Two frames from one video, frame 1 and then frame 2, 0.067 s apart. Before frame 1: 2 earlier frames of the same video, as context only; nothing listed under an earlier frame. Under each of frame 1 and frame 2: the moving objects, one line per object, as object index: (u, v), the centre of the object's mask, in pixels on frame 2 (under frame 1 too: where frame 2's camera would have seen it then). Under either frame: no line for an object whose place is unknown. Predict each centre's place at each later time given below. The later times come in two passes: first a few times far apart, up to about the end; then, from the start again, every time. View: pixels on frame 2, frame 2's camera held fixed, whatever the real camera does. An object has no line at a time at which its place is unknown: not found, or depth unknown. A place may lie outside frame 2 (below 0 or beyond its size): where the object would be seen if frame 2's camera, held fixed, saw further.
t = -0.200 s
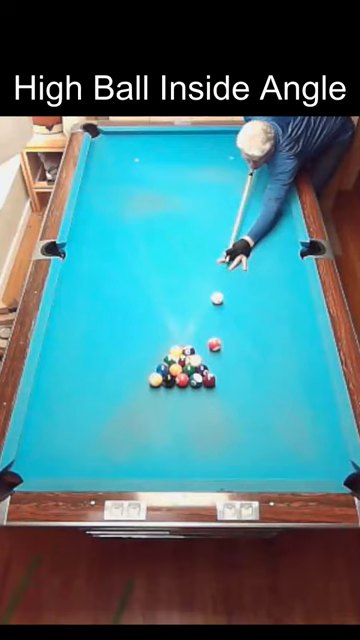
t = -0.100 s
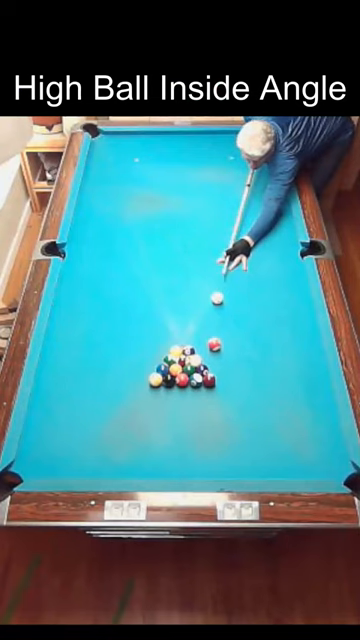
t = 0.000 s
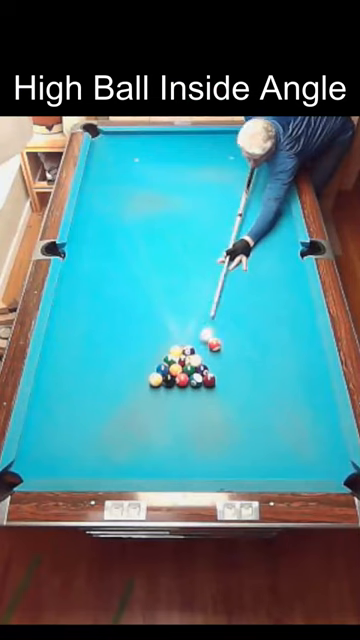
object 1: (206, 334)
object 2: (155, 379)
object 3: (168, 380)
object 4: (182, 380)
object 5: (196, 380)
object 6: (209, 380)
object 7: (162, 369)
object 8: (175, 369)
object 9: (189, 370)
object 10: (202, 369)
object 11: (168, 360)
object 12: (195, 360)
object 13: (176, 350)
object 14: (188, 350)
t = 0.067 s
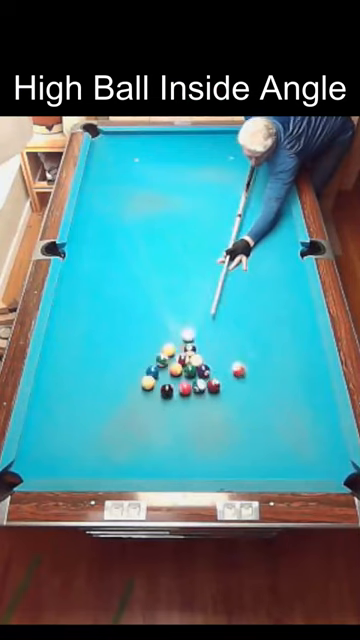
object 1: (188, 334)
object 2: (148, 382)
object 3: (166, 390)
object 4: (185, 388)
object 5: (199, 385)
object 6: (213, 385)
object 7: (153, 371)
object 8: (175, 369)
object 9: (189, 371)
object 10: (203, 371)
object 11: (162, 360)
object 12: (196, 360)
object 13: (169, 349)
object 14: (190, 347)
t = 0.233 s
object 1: (162, 312)
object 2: (125, 391)
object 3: (160, 424)
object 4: (193, 415)
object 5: (208, 404)
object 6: (227, 402)
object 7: (121, 377)
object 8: (176, 366)
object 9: (194, 372)
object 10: (208, 370)
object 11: (140, 358)
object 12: (199, 359)
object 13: (147, 344)
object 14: (195, 343)
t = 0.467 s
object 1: (129, 301)
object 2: (93, 403)
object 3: (151, 472)
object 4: (205, 454)
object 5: (222, 428)
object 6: (247, 426)
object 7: (81, 383)
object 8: (177, 362)
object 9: (199, 372)
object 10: (214, 370)
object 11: (112, 353)
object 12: (201, 358)
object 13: (121, 336)
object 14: (200, 334)
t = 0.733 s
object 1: (91, 305)
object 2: (58, 417)
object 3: (148, 441)
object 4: (215, 458)
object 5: (239, 458)
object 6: (270, 455)
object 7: (38, 391)
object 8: (177, 358)
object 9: (204, 373)
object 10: (220, 370)
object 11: (81, 349)
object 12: (204, 358)
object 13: (92, 328)
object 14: (207, 324)
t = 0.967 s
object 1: (57, 308)
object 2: (29, 429)
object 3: (146, 419)
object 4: (220, 438)
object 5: (251, 468)
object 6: (288, 470)
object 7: (58, 394)
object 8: (178, 356)
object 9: (207, 374)
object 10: (224, 369)
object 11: (55, 346)
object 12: (204, 359)
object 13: (69, 322)
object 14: (211, 316)
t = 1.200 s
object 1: (73, 303)
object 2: (43, 436)
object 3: (145, 399)
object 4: (224, 419)
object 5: (257, 452)
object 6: (298, 459)
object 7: (77, 399)
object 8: (178, 355)
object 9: (210, 375)
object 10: (227, 369)
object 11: (58, 344)
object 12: (205, 359)
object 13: (59, 316)
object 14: (216, 310)
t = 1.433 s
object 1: (88, 297)
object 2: (55, 444)
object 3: (143, 380)
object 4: (229, 401)
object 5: (263, 440)
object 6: (306, 447)
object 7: (95, 402)
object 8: (178, 355)
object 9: (211, 375)
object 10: (229, 370)
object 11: (72, 342)
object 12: (205, 359)
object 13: (72, 313)
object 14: (220, 305)
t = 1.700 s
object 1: (104, 292)
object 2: (68, 453)
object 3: (142, 362)
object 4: (233, 384)
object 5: (268, 429)
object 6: (316, 436)
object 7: (115, 407)
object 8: (178, 355)
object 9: (212, 375)
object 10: (231, 370)
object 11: (88, 340)
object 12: (205, 359)
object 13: (85, 310)
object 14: (224, 299)
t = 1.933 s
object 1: (117, 287)
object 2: (79, 460)
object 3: (141, 347)
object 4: (237, 378)
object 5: (273, 418)
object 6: (323, 427)
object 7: (131, 410)
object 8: (178, 355)
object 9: (212, 375)
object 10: (231, 364)
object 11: (99, 339)
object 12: (205, 359)
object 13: (96, 307)
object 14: (227, 295)
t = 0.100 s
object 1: (183, 329)
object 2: (142, 384)
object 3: (165, 397)
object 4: (186, 394)
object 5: (201, 390)
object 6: (216, 390)
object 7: (145, 372)
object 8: (176, 369)
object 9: (190, 371)
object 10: (204, 371)
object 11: (157, 360)
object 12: (197, 360)
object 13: (164, 348)
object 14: (191, 346)
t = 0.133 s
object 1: (177, 324)
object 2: (138, 386)
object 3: (163, 405)
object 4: (189, 399)
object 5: (202, 393)
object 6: (219, 393)
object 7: (139, 374)
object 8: (176, 368)
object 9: (191, 371)
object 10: (205, 370)
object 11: (152, 359)
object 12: (197, 359)
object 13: (160, 347)
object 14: (193, 344)
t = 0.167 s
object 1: (172, 320)
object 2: (133, 387)
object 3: (162, 412)
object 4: (190, 405)
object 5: (204, 396)
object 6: (221, 396)
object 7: (133, 375)
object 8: (176, 367)
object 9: (191, 371)
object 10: (206, 371)
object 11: (148, 359)
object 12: (198, 359)
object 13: (155, 346)
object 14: (196, 343)
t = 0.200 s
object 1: (167, 316)
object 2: (129, 389)
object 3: (161, 418)
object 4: (191, 410)
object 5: (206, 400)
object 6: (224, 399)
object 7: (127, 376)
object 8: (176, 367)
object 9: (193, 372)
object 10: (207, 370)
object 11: (144, 358)
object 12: (198, 359)
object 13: (152, 345)
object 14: (193, 344)
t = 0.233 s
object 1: (162, 312)
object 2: (125, 391)
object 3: (160, 424)
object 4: (193, 415)
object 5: (208, 404)
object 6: (227, 402)
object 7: (121, 377)
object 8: (176, 366)
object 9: (194, 372)
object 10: (208, 370)
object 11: (140, 358)
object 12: (199, 359)
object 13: (147, 344)
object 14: (195, 343)
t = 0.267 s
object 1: (157, 310)
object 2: (120, 392)
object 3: (158, 431)
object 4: (195, 420)
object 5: (210, 407)
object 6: (230, 406)
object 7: (115, 378)
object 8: (176, 365)
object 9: (195, 372)
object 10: (209, 370)
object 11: (135, 357)
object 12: (199, 359)
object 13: (143, 343)
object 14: (195, 341)
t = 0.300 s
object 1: (153, 307)
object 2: (115, 394)
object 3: (157, 438)
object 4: (197, 425)
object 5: (212, 411)
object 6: (233, 409)
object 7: (110, 379)
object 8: (176, 365)
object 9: (196, 372)
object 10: (210, 370)
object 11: (131, 357)
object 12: (199, 359)
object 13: (140, 342)
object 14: (196, 340)
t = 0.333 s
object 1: (148, 305)
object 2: (111, 396)
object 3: (156, 445)
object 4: (198, 431)
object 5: (214, 414)
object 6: (235, 413)
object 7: (104, 380)
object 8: (176, 364)
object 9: (197, 372)
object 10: (211, 370)
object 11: (127, 356)
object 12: (200, 359)
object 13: (136, 341)
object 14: (197, 339)
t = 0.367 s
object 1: (143, 303)
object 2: (107, 397)
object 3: (155, 452)
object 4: (200, 436)
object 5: (216, 417)
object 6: (238, 416)
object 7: (98, 380)
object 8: (177, 363)
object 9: (197, 372)
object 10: (212, 370)
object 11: (123, 355)
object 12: (200, 359)
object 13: (132, 339)
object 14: (198, 337)
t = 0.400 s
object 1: (138, 302)
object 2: (102, 399)
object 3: (153, 459)
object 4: (202, 441)
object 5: (219, 421)
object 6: (241, 419)
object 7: (93, 381)
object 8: (177, 363)
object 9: (198, 372)
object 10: (213, 370)
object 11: (119, 354)
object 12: (201, 359)
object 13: (128, 338)
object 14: (199, 336)
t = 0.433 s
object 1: (134, 301)
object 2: (98, 401)
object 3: (152, 466)
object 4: (203, 447)
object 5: (221, 425)
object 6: (244, 423)
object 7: (87, 382)
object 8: (177, 362)
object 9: (199, 372)
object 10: (213, 370)
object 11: (116, 354)
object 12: (201, 358)
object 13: (124, 337)
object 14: (199, 335)
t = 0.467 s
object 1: (129, 301)
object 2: (93, 403)
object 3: (151, 472)
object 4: (205, 454)
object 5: (222, 428)
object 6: (247, 426)
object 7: (81, 383)
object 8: (177, 362)
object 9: (199, 372)
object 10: (214, 370)
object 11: (112, 353)
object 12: (201, 358)
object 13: (121, 336)
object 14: (200, 334)
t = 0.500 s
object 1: (124, 301)
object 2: (89, 404)
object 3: (150, 469)
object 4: (207, 458)
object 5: (224, 432)
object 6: (249, 430)
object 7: (75, 384)
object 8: (177, 361)
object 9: (200, 372)
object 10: (215, 370)
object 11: (108, 353)
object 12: (202, 358)
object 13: (117, 335)
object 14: (201, 332)
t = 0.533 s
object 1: (119, 301)
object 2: (85, 406)
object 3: (150, 465)
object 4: (209, 465)
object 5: (226, 435)
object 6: (252, 433)
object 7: (70, 385)
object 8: (177, 361)
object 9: (201, 373)
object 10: (216, 370)
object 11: (104, 353)
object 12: (202, 358)
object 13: (113, 334)
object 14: (201, 331)
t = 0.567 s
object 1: (114, 302)
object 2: (80, 408)
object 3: (150, 461)
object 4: (211, 470)
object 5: (228, 440)
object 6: (255, 437)
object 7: (64, 386)
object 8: (177, 360)
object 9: (201, 373)
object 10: (216, 369)
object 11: (100, 353)
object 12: (202, 358)
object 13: (110, 333)
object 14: (202, 330)
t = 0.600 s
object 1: (110, 303)
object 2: (76, 409)
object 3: (149, 456)
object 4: (212, 471)
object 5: (230, 444)
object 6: (258, 440)
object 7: (59, 386)
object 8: (177, 360)
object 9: (202, 373)
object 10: (217, 369)
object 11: (96, 352)
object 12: (203, 358)
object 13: (106, 332)
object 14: (203, 329)
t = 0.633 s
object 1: (105, 303)
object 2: (71, 411)
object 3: (149, 453)
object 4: (213, 469)
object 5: (233, 447)
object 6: (261, 444)
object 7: (53, 387)
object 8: (177, 359)
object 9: (202, 373)
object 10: (218, 370)
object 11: (92, 351)
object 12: (203, 358)
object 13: (102, 331)
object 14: (204, 327)
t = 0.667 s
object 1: (100, 303)
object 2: (67, 413)
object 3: (149, 449)
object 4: (214, 465)
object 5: (234, 450)
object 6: (264, 447)
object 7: (47, 389)
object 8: (177, 359)
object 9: (203, 373)
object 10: (219, 369)
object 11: (88, 350)
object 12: (204, 358)
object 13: (99, 331)
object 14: (205, 326)
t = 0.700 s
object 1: (96, 304)
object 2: (63, 415)
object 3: (148, 446)
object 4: (214, 461)
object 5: (237, 454)
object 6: (266, 450)
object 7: (41, 390)
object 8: (177, 359)
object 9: (204, 373)
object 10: (219, 370)
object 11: (85, 350)
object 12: (204, 358)
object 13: (95, 329)
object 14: (206, 325)
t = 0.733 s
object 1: (91, 305)
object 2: (58, 417)
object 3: (148, 441)
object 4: (215, 458)
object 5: (239, 458)
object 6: (270, 455)
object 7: (38, 391)
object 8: (177, 358)
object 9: (204, 373)
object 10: (220, 370)
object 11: (81, 349)
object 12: (204, 358)
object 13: (92, 328)
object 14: (207, 324)
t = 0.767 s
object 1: (86, 305)
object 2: (53, 418)
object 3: (148, 438)
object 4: (216, 455)
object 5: (241, 463)
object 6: (272, 458)
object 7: (41, 391)
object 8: (177, 358)
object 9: (205, 373)
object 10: (221, 369)
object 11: (77, 349)
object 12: (204, 359)
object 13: (89, 328)
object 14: (207, 323)
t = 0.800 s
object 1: (81, 306)
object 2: (49, 420)
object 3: (148, 435)
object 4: (217, 452)
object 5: (243, 466)
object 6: (275, 461)
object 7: (44, 391)
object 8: (177, 358)
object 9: (205, 373)
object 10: (221, 369)
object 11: (74, 348)
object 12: (204, 359)
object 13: (85, 327)
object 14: (208, 322)
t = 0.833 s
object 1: (76, 306)
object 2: (45, 422)
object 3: (148, 432)
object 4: (217, 449)
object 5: (245, 470)
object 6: (278, 465)
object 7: (47, 392)
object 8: (177, 358)
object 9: (205, 373)
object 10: (222, 369)
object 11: (70, 348)
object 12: (205, 358)
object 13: (82, 326)
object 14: (208, 322)
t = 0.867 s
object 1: (71, 307)
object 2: (40, 424)
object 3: (147, 428)
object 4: (218, 445)
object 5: (247, 471)
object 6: (281, 469)
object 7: (50, 393)
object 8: (177, 357)
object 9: (206, 373)
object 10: (222, 369)
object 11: (67, 349)
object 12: (205, 359)
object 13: (79, 325)
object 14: (209, 320)
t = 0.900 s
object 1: (67, 307)
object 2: (36, 425)
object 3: (147, 425)
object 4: (219, 442)
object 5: (248, 470)
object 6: (284, 471)
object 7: (53, 393)
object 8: (178, 357)
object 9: (206, 373)
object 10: (223, 369)
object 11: (63, 348)
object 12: (205, 359)
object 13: (76, 324)
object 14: (210, 320)
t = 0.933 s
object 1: (62, 307)
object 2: (31, 427)
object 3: (147, 422)
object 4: (220, 439)
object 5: (250, 469)
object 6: (286, 472)
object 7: (55, 394)
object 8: (178, 357)
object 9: (207, 374)
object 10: (224, 369)
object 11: (59, 347)
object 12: (205, 359)
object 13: (72, 323)
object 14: (210, 318)
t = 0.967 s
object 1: (57, 308)
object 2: (29, 429)
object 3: (146, 419)
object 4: (220, 438)
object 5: (251, 468)
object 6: (288, 470)
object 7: (58, 394)
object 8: (178, 356)
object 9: (207, 374)
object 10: (224, 369)
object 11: (55, 346)
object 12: (204, 359)
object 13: (69, 322)
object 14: (211, 316)
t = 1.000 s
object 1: (58, 308)
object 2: (32, 430)
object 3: (146, 416)
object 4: (221, 435)
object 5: (252, 465)
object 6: (289, 469)
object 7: (61, 395)
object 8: (178, 356)
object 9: (208, 374)
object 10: (225, 369)
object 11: (51, 346)
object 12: (205, 359)
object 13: (66, 321)
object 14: (212, 315)
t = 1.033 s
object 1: (62, 307)
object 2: (34, 430)
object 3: (146, 413)
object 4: (222, 432)
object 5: (252, 463)
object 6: (291, 467)
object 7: (63, 396)
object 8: (178, 356)
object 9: (208, 375)
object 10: (225, 369)
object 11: (48, 346)
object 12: (205, 359)
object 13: (63, 320)
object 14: (213, 314)
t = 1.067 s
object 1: (64, 306)
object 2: (36, 432)
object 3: (146, 410)
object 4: (222, 429)
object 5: (253, 462)
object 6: (292, 465)
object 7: (66, 396)
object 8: (178, 356)
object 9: (208, 374)
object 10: (226, 369)
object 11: (49, 345)
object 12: (205, 359)
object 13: (59, 319)
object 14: (213, 314)
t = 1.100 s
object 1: (66, 305)
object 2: (37, 433)
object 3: (145, 407)
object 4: (222, 426)
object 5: (254, 459)
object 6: (293, 463)
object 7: (69, 396)
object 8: (178, 356)
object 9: (209, 375)
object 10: (226, 369)
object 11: (52, 345)
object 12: (205, 359)
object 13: (56, 318)
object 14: (214, 313)
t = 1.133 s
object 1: (69, 304)
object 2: (39, 434)
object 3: (145, 404)
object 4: (223, 423)
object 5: (255, 457)
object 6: (295, 461)
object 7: (72, 397)
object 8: (178, 356)
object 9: (209, 374)
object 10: (226, 369)
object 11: (54, 344)
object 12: (205, 359)
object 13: (54, 318)
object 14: (215, 312)
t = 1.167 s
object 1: (71, 303)
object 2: (41, 435)
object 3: (145, 401)
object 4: (224, 420)
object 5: (256, 454)
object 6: (296, 460)
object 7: (75, 398)
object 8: (178, 355)
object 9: (209, 374)
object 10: (227, 369)
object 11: (56, 344)
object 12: (205, 359)
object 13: (56, 317)
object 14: (215, 311)
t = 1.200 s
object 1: (73, 303)
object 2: (43, 436)
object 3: (145, 399)
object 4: (224, 419)
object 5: (257, 452)
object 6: (298, 459)
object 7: (77, 399)
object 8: (178, 355)
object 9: (210, 375)
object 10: (227, 369)
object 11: (58, 344)
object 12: (205, 359)
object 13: (59, 316)
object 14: (216, 310)
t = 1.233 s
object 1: (75, 302)
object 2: (44, 437)
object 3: (145, 396)
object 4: (225, 416)
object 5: (258, 451)
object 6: (299, 457)
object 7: (80, 399)
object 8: (178, 355)
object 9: (210, 375)
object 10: (227, 369)
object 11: (60, 344)
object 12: (205, 358)
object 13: (61, 316)
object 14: (216, 309)
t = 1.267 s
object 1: (78, 301)
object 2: (46, 438)
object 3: (145, 393)
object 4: (226, 413)
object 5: (259, 449)
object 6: (300, 455)
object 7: (82, 400)
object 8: (178, 355)
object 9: (210, 375)
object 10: (228, 369)
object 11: (62, 343)
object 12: (205, 359)
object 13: (63, 315)
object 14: (217, 308)
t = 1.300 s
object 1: (80, 300)
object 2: (48, 440)
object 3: (144, 390)
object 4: (227, 411)
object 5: (259, 447)
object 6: (301, 453)
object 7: (85, 400)
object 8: (178, 355)
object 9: (211, 375)
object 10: (228, 370)
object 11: (65, 343)
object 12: (205, 359)
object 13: (64, 315)
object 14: (217, 307)
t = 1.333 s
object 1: (82, 299)
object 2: (50, 441)
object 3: (144, 388)
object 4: (227, 409)
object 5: (260, 445)
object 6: (303, 452)
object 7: (87, 401)
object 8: (178, 355)
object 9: (211, 375)
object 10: (229, 370)
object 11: (67, 343)
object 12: (206, 359)
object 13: (67, 314)
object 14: (218, 306)
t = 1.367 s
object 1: (84, 299)
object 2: (52, 442)
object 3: (144, 385)
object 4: (228, 406)
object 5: (261, 444)
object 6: (304, 451)
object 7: (90, 401)
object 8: (178, 355)
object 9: (211, 375)
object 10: (229, 370)
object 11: (69, 343)
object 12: (205, 359)
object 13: (68, 314)
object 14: (219, 306)
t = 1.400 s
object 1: (86, 298)
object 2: (53, 443)
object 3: (144, 383)
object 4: (228, 403)
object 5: (262, 442)
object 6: (305, 449)
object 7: (93, 402)
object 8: (178, 355)
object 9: (211, 375)
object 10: (229, 370)
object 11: (70, 343)
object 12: (205, 359)
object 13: (70, 314)
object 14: (219, 305)
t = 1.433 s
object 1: (88, 297)
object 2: (55, 444)
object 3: (143, 380)
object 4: (229, 401)
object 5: (263, 440)
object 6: (306, 447)
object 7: (95, 402)
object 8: (178, 355)
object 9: (211, 375)
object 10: (229, 370)
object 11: (72, 342)
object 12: (205, 359)
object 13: (72, 313)
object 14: (220, 305)
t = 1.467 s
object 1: (90, 296)
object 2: (57, 446)
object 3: (143, 378)
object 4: (229, 399)
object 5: (264, 439)
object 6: (307, 445)
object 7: (98, 403)
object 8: (178, 355)
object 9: (212, 375)
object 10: (230, 370)
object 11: (74, 342)
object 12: (205, 359)
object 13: (74, 313)
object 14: (221, 304)
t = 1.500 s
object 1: (93, 296)
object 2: (58, 446)
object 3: (143, 376)
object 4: (230, 397)
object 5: (264, 437)
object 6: (308, 444)
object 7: (100, 404)
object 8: (178, 355)
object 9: (212, 375)
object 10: (230, 370)
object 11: (76, 341)
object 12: (205, 359)
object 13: (75, 313)
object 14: (221, 303)
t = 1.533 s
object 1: (95, 295)
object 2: (60, 447)
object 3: (143, 373)
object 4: (230, 395)
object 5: (265, 436)
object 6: (310, 443)
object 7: (103, 404)
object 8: (178, 355)
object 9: (212, 375)
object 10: (230, 370)
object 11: (78, 341)
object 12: (205, 359)
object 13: (77, 312)
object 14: (221, 302)
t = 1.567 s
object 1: (97, 295)
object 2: (62, 449)
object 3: (143, 371)
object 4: (231, 393)
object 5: (266, 434)
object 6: (311, 441)
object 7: (105, 405)
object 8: (178, 355)
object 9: (212, 375)
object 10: (230, 370)
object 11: (80, 341)
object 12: (205, 359)
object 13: (79, 312)
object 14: (222, 301)
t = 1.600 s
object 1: (98, 294)
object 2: (63, 450)
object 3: (142, 368)
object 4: (231, 390)
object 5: (266, 432)
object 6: (312, 440)
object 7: (108, 405)
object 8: (178, 355)
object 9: (212, 375)
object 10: (230, 370)
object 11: (81, 340)
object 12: (205, 359)
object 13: (81, 311)
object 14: (223, 300)
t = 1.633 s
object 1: (100, 293)
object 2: (65, 451)
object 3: (143, 366)
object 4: (232, 388)
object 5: (267, 431)
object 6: (314, 439)
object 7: (110, 406)
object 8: (178, 355)
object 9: (212, 375)
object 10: (231, 370)
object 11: (84, 340)
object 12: (205, 359)
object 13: (82, 311)
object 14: (223, 300)
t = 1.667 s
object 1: (102, 292)
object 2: (67, 452)
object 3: (142, 364)
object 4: (232, 386)
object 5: (267, 430)
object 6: (315, 437)
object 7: (113, 406)
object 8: (178, 355)
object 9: (212, 375)
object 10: (231, 370)
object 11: (86, 340)
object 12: (205, 359)
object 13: (84, 311)
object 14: (223, 300)
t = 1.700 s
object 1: (104, 292)
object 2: (68, 453)
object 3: (142, 362)
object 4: (233, 384)
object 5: (268, 429)
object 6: (316, 436)
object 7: (115, 407)
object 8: (178, 355)
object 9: (212, 375)
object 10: (231, 370)
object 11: (88, 340)
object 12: (205, 359)
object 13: (85, 310)
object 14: (224, 299)
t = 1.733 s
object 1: (106, 291)
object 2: (70, 454)
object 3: (142, 360)
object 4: (233, 382)
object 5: (269, 427)
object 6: (317, 435)
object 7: (118, 407)
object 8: (178, 355)
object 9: (212, 375)
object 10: (231, 369)
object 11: (89, 340)
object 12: (205, 359)
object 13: (87, 310)
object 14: (224, 298)
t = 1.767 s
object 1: (108, 290)
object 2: (71, 455)
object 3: (142, 357)
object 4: (234, 381)
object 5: (269, 425)
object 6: (318, 434)
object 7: (120, 408)
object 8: (178, 355)
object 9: (212, 375)
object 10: (231, 368)
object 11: (91, 340)
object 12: (205, 359)
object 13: (89, 310)
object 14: (225, 298)
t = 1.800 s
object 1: (110, 289)
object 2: (73, 456)
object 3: (142, 355)
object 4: (235, 380)
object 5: (270, 424)
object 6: (319, 432)
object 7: (122, 408)
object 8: (178, 355)
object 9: (212, 375)
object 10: (231, 368)
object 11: (92, 340)
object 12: (205, 359)
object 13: (90, 309)
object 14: (225, 297)
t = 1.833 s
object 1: (111, 289)
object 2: (74, 457)
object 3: (141, 353)
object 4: (235, 380)
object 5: (271, 422)
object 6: (320, 431)
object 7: (125, 409)
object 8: (178, 355)
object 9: (212, 375)
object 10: (231, 367)
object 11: (94, 340)
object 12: (205, 359)
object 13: (92, 308)
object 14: (225, 297)
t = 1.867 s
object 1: (113, 288)
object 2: (76, 458)
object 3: (141, 351)
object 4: (236, 379)
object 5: (272, 421)
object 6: (321, 430)
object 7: (127, 409)
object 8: (178, 355)
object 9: (212, 375)
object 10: (231, 366)
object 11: (96, 339)
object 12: (205, 359)
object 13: (93, 308)
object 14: (226, 297)
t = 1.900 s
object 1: (115, 288)
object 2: (77, 459)
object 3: (141, 349)
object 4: (237, 379)
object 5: (273, 420)
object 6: (322, 429)
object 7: (129, 409)
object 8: (178, 355)
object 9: (212, 375)
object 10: (231, 365)
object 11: (97, 339)
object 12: (205, 359)
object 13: (94, 308)
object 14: (226, 296)
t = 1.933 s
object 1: (117, 287)
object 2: (79, 460)
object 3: (141, 347)
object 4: (237, 378)
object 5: (273, 418)
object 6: (323, 427)
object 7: (131, 410)
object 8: (178, 355)
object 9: (212, 375)
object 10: (231, 364)
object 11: (99, 339)
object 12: (205, 359)
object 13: (96, 307)
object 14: (227, 295)
